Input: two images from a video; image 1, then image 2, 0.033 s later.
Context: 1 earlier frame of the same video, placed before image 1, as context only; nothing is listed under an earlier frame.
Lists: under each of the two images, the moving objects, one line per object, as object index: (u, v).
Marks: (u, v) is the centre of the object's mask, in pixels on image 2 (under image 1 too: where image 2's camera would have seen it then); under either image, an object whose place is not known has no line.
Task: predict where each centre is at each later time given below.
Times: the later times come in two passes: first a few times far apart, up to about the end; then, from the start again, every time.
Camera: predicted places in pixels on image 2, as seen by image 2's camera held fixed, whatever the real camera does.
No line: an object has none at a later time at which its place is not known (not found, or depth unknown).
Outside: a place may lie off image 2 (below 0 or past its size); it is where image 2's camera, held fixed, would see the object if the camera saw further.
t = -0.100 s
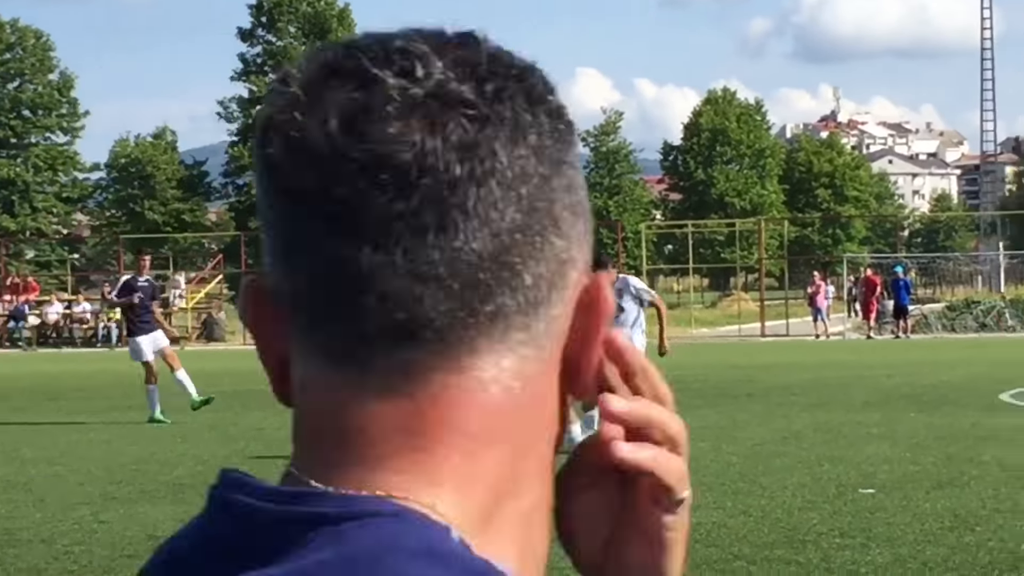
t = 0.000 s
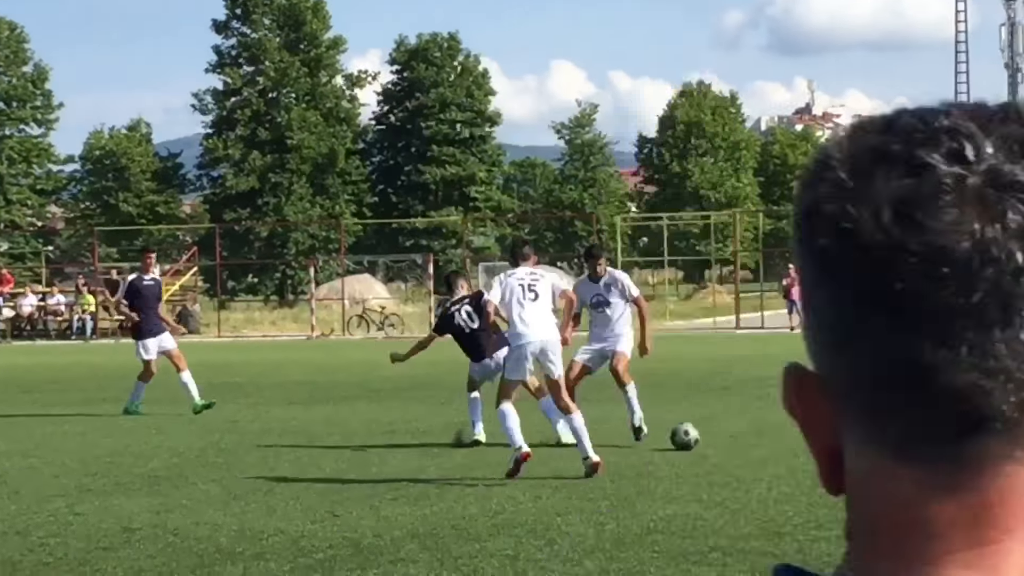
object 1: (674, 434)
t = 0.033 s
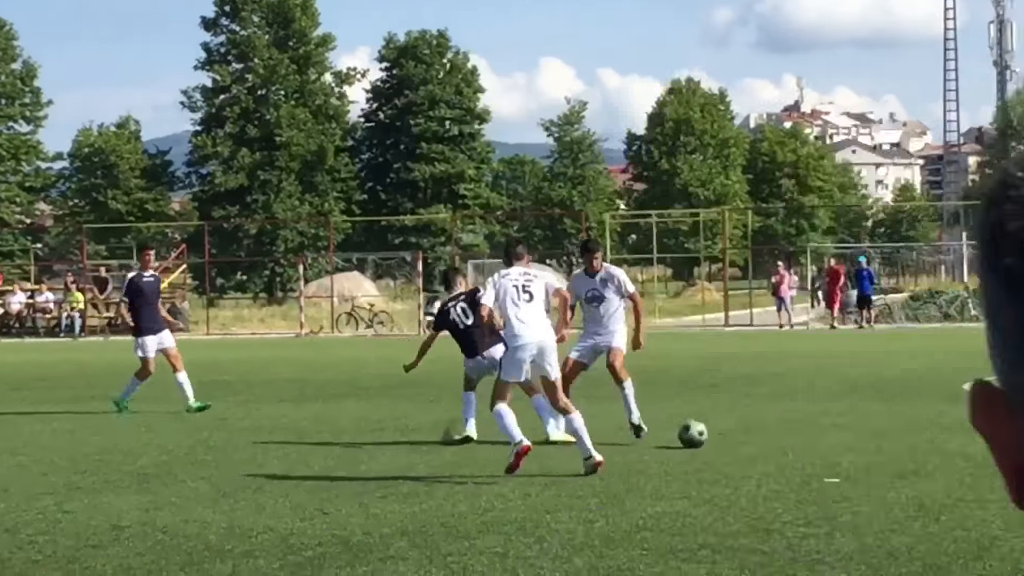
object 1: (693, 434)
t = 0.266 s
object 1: (813, 436)
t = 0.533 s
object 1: (938, 438)
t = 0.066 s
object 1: (711, 434)
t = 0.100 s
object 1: (730, 435)
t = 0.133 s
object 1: (747, 435)
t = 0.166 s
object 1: (765, 435)
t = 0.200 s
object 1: (781, 436)
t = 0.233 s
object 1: (798, 436)
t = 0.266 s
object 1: (813, 436)
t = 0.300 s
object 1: (829, 435)
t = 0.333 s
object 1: (845, 436)
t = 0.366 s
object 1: (861, 436)
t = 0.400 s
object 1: (876, 437)
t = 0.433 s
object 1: (891, 437)
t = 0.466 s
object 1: (907, 438)
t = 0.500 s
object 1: (922, 437)
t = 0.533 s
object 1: (938, 438)
